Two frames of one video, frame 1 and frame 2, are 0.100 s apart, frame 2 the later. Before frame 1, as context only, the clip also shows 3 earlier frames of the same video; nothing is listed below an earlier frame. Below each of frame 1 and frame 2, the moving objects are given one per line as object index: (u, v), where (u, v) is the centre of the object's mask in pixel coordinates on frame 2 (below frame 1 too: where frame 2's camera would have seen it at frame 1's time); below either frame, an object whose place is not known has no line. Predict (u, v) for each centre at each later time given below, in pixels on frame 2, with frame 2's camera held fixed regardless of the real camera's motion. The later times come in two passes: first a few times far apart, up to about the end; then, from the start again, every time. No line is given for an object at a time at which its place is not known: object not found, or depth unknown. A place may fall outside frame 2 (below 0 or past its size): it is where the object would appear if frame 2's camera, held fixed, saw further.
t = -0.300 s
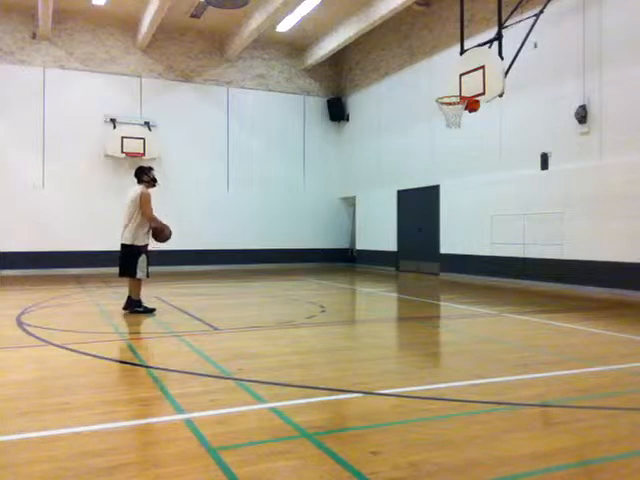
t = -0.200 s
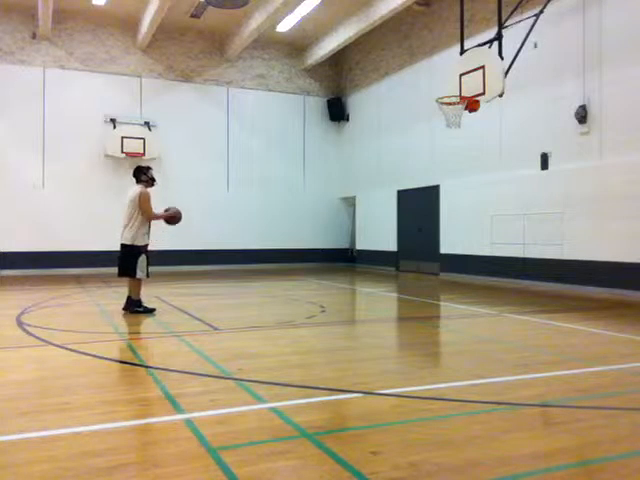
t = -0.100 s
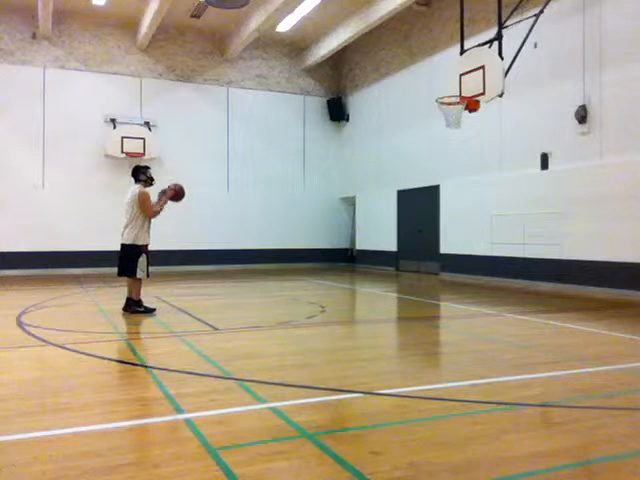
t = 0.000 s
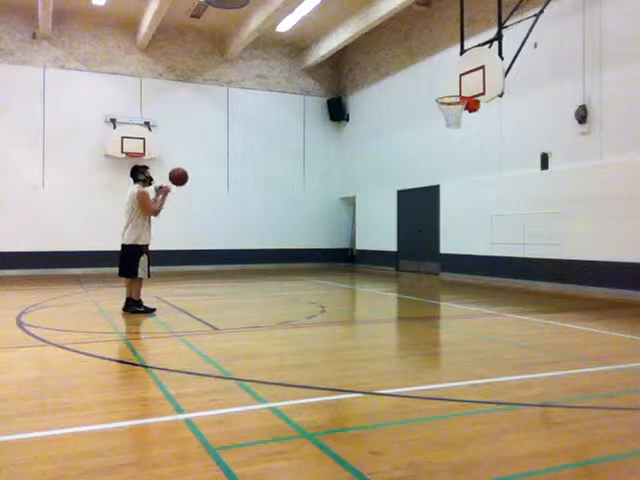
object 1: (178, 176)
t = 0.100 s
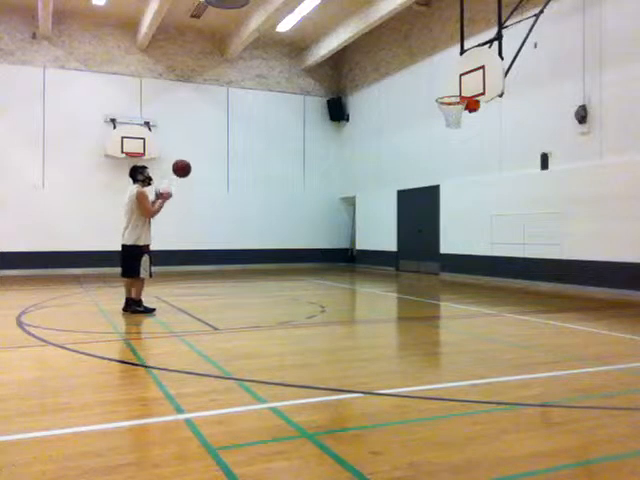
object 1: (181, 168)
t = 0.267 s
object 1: (186, 171)
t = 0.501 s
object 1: (194, 211)
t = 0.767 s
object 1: (201, 295)
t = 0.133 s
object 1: (182, 167)
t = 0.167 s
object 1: (183, 167)
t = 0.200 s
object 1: (184, 167)
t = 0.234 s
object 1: (185, 169)
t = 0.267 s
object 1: (186, 171)
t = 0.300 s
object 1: (187, 174)
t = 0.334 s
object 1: (189, 178)
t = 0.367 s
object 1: (190, 183)
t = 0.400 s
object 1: (191, 189)
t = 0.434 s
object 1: (192, 195)
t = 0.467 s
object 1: (193, 202)
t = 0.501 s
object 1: (194, 211)
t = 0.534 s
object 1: (195, 220)
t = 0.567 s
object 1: (196, 229)
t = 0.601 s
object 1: (197, 240)
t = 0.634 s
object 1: (199, 249)
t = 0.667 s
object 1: (200, 263)
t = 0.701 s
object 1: (201, 278)
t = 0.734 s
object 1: (202, 291)
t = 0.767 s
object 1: (201, 295)
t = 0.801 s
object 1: (197, 285)
